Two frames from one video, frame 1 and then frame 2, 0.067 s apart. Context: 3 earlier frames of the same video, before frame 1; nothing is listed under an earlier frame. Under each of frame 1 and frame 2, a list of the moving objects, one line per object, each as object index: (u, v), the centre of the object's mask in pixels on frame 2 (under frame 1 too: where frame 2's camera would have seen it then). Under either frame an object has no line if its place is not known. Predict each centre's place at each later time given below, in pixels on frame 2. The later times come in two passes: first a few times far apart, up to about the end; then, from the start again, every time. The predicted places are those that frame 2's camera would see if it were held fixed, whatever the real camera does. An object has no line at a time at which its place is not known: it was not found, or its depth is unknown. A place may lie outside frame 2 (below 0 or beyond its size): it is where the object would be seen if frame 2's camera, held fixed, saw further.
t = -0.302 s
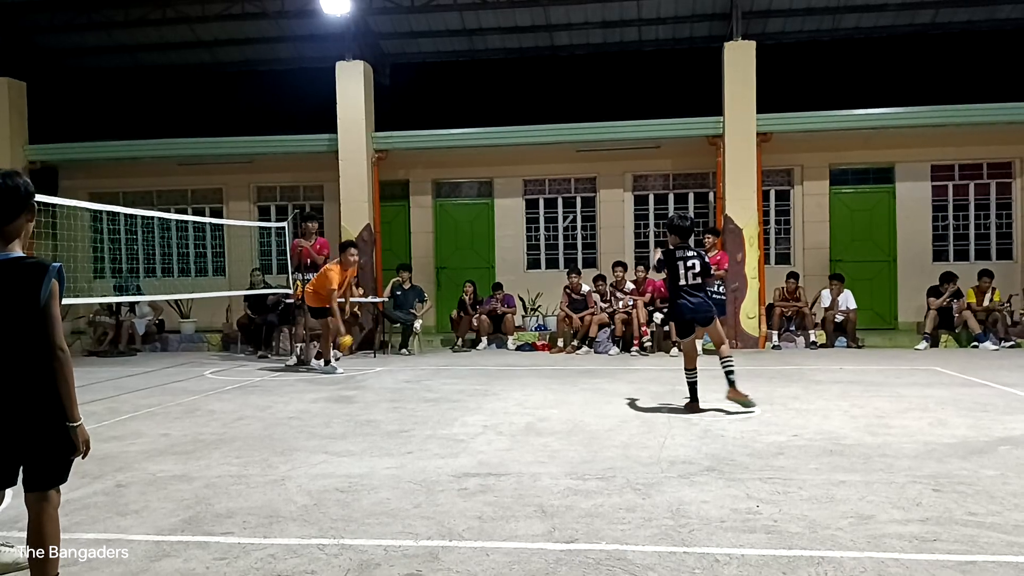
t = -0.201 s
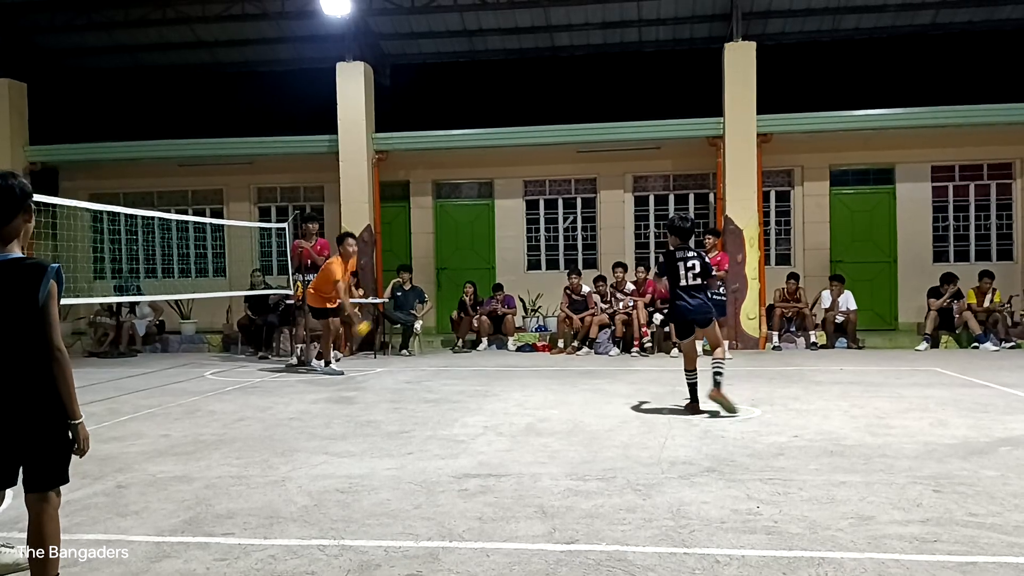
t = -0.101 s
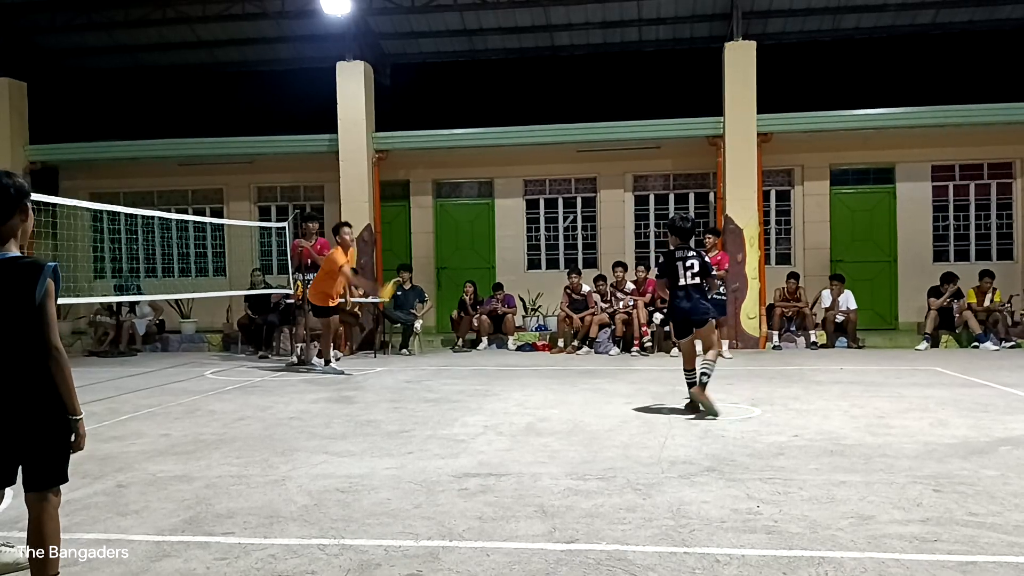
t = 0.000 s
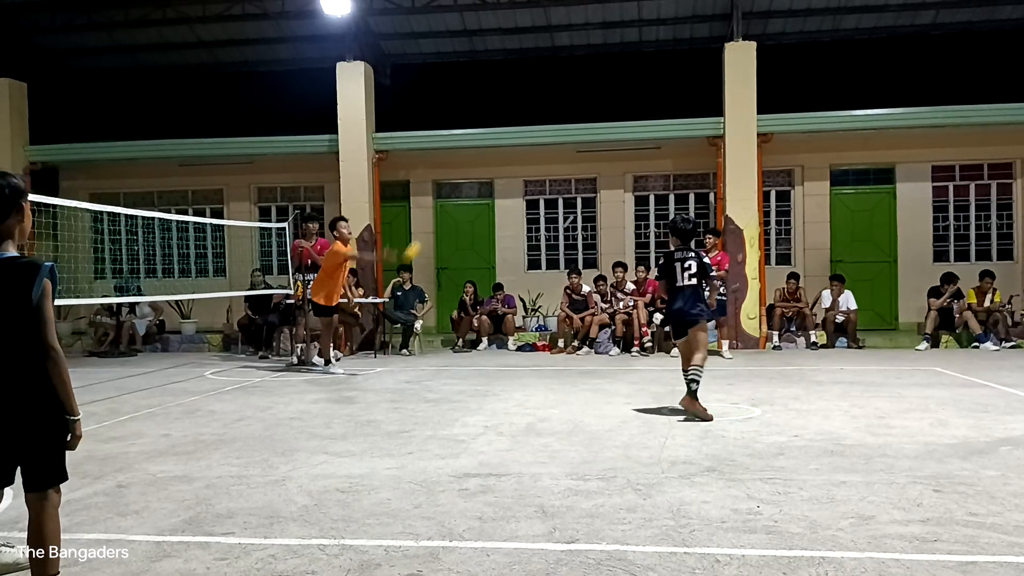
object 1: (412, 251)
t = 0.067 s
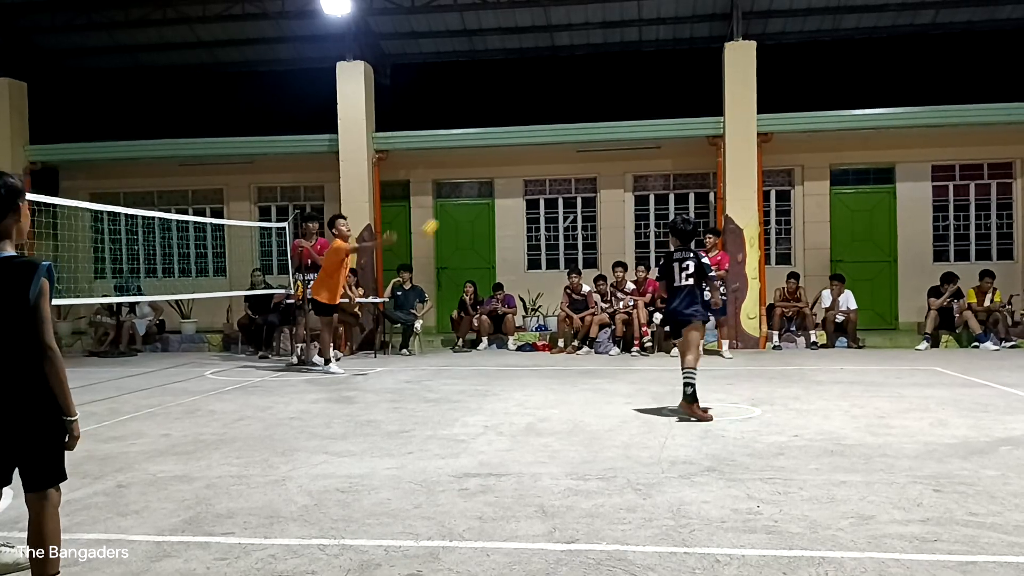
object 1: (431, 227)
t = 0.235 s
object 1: (476, 188)
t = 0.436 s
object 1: (535, 179)
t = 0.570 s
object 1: (579, 195)
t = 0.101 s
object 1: (439, 218)
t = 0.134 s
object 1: (447, 209)
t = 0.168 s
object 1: (457, 201)
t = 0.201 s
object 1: (467, 194)
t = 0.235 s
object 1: (476, 188)
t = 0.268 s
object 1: (485, 184)
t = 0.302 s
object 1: (495, 180)
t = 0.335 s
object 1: (505, 177)
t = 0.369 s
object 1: (515, 175)
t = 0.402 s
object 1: (526, 176)
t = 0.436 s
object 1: (535, 179)
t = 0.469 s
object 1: (546, 180)
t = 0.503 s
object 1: (557, 184)
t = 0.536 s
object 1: (567, 189)
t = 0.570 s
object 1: (579, 195)
